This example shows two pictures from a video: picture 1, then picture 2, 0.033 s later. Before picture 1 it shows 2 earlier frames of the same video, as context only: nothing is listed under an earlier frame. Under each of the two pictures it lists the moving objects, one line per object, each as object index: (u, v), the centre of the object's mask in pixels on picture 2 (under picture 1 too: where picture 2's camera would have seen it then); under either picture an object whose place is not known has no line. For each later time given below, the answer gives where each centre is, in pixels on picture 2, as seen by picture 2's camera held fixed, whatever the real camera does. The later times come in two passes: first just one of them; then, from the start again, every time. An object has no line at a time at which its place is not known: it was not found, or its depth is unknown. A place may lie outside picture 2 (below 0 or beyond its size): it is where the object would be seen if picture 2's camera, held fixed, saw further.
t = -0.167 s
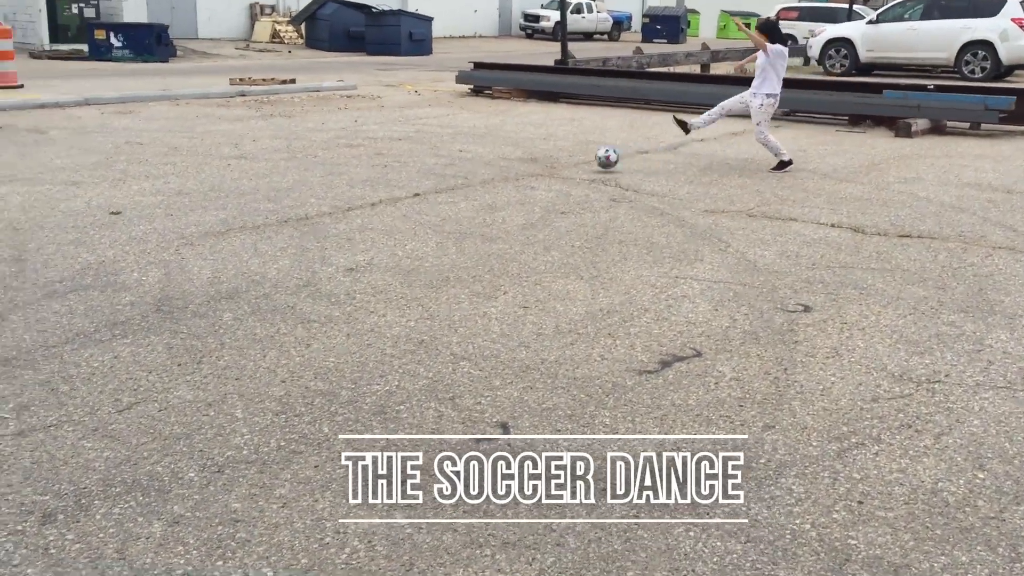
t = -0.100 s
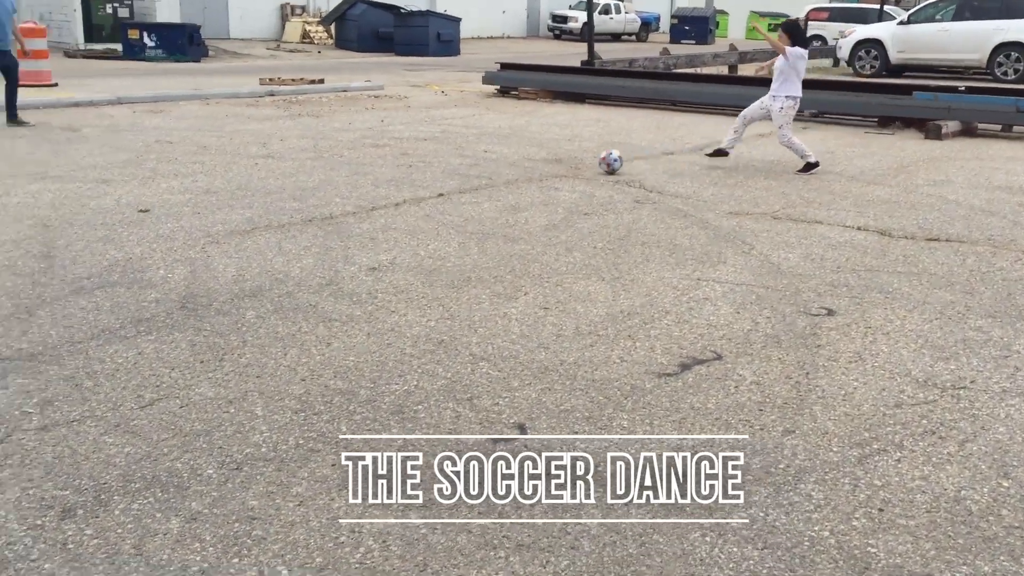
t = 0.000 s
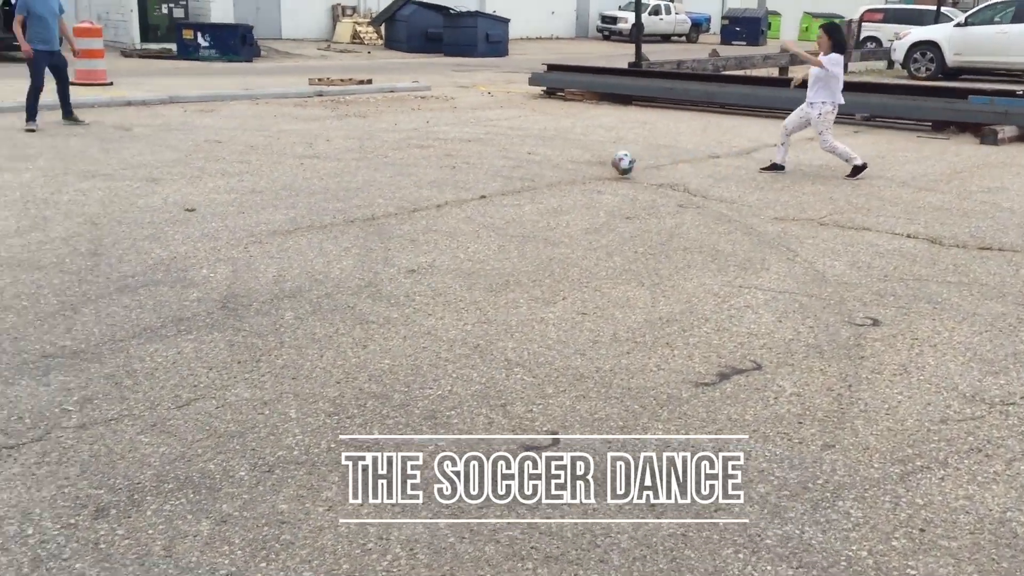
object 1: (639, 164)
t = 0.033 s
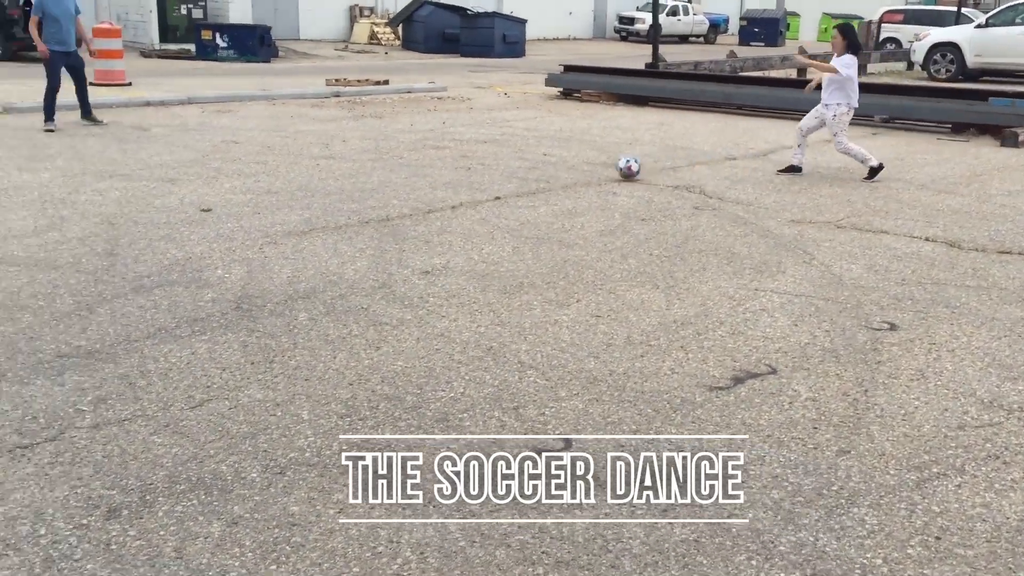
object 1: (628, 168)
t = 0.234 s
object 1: (563, 168)
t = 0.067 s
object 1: (617, 169)
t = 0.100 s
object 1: (606, 166)
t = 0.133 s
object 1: (596, 165)
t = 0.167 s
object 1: (585, 165)
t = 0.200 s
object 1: (574, 165)
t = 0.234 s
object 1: (563, 168)
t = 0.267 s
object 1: (552, 168)
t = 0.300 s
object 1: (543, 166)
